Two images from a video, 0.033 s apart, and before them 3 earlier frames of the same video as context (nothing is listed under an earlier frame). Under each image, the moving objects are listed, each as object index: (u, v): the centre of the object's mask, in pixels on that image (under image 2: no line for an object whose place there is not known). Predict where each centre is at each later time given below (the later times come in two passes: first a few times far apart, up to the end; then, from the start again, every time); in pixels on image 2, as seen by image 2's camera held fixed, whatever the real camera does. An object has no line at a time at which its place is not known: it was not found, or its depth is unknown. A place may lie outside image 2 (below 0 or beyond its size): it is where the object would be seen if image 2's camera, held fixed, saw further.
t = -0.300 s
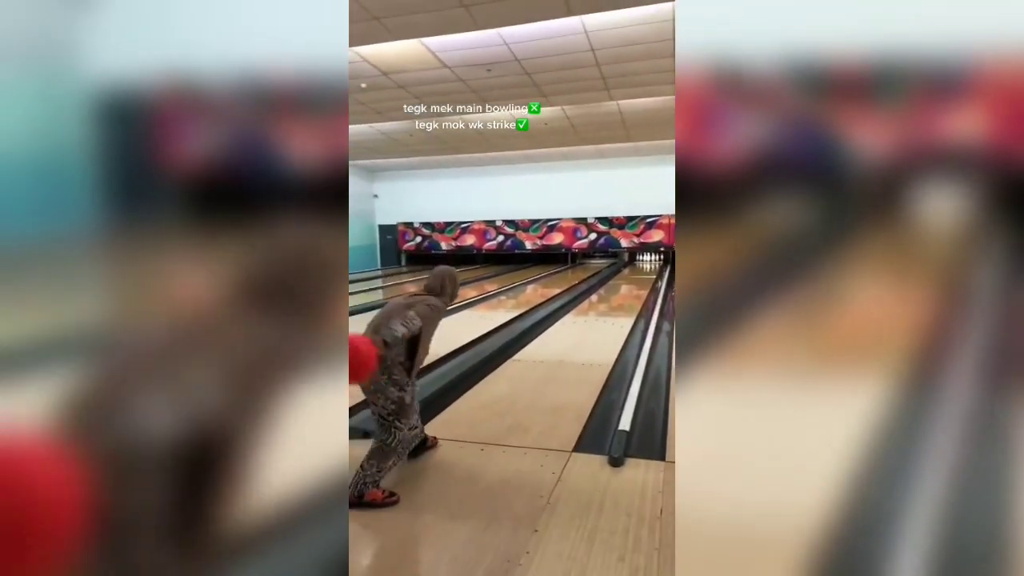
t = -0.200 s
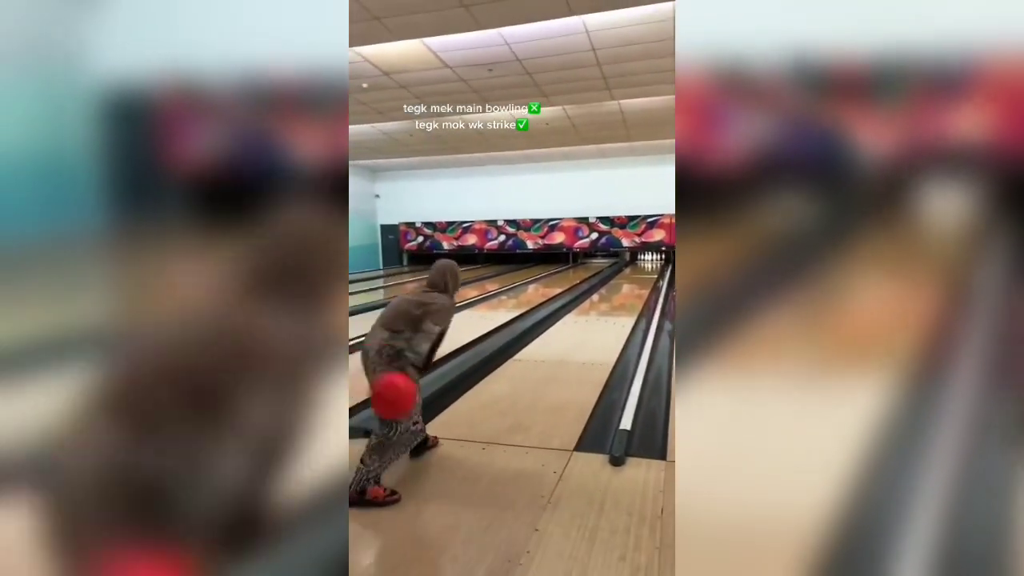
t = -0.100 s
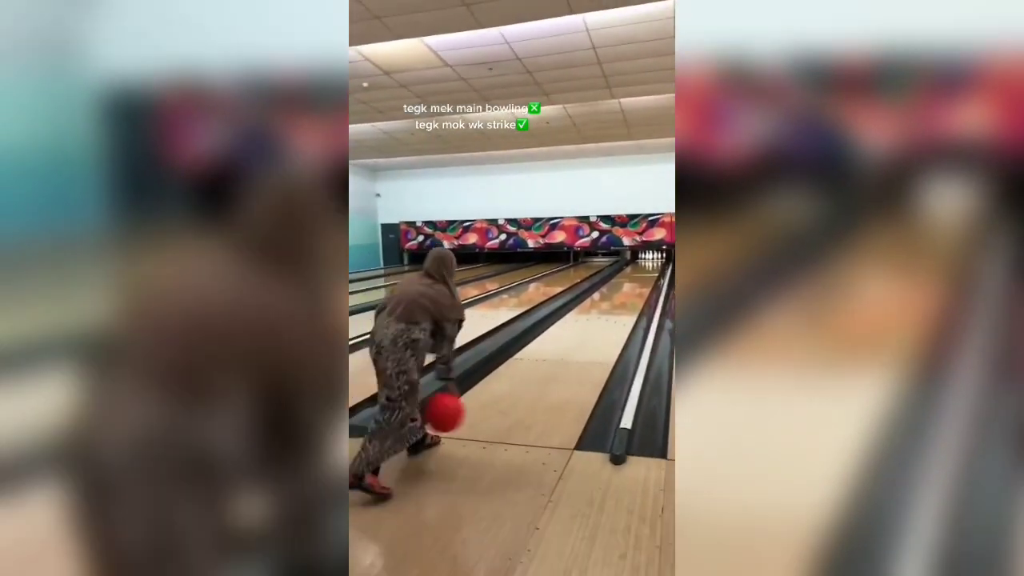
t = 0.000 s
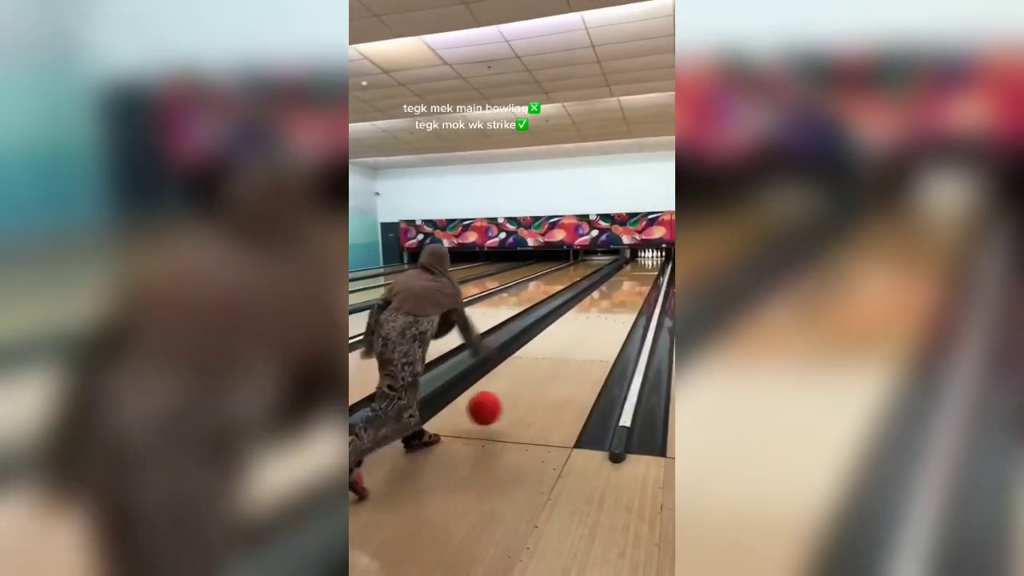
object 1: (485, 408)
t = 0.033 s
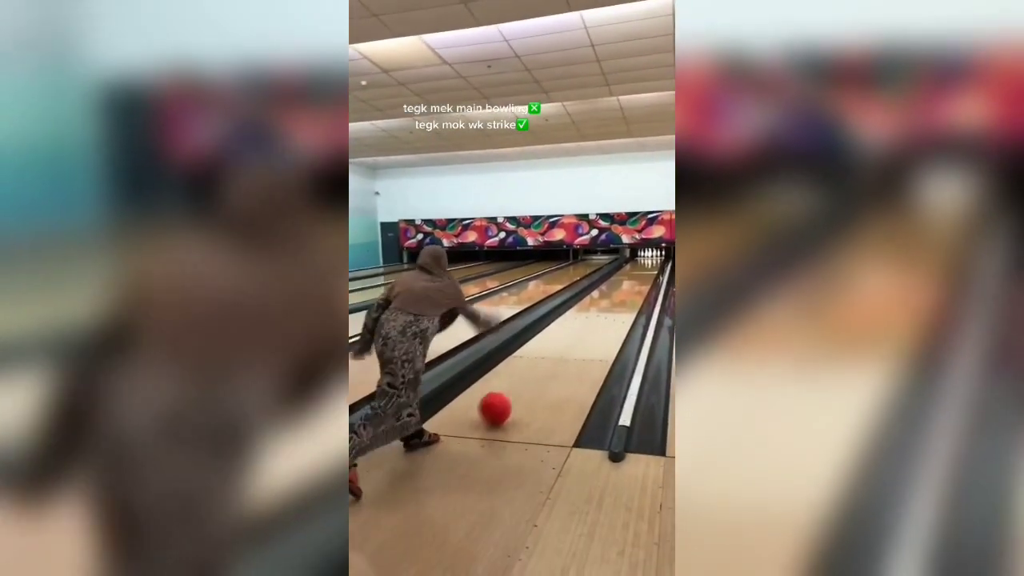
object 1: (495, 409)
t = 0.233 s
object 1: (543, 368)
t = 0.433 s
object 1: (573, 341)
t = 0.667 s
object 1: (596, 321)
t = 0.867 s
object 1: (610, 307)
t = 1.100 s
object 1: (622, 297)
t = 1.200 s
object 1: (625, 293)
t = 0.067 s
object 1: (505, 397)
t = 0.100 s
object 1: (514, 388)
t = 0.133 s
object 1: (522, 381)
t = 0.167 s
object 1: (530, 376)
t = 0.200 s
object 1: (537, 373)
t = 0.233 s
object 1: (543, 368)
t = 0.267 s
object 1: (549, 362)
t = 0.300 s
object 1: (554, 358)
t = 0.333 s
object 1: (559, 353)
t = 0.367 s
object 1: (564, 349)
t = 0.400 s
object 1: (568, 345)
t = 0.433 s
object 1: (573, 341)
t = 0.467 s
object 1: (577, 338)
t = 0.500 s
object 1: (580, 335)
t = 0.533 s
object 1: (583, 332)
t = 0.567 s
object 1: (587, 329)
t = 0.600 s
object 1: (590, 326)
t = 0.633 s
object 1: (593, 323)
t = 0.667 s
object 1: (596, 321)
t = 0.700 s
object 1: (598, 318)
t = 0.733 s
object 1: (601, 316)
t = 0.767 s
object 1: (603, 314)
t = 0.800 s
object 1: (605, 312)
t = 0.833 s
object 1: (607, 310)
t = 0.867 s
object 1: (610, 307)
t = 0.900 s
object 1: (612, 306)
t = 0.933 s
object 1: (613, 304)
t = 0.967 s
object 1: (615, 303)
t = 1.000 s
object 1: (617, 301)
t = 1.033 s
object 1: (618, 300)
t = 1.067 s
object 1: (620, 298)
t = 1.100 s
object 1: (622, 297)
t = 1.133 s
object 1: (623, 295)
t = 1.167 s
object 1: (624, 294)
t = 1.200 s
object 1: (625, 293)
